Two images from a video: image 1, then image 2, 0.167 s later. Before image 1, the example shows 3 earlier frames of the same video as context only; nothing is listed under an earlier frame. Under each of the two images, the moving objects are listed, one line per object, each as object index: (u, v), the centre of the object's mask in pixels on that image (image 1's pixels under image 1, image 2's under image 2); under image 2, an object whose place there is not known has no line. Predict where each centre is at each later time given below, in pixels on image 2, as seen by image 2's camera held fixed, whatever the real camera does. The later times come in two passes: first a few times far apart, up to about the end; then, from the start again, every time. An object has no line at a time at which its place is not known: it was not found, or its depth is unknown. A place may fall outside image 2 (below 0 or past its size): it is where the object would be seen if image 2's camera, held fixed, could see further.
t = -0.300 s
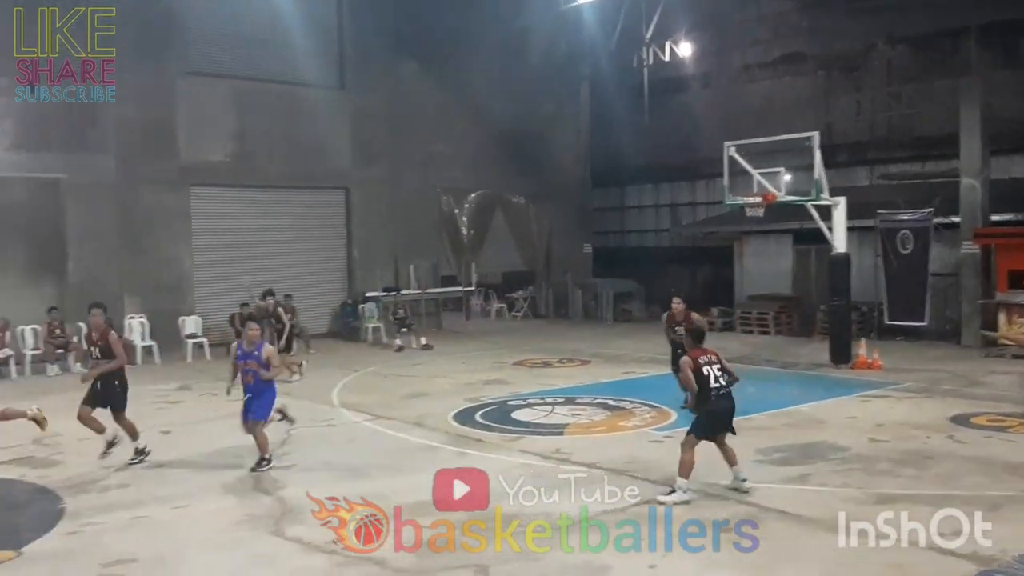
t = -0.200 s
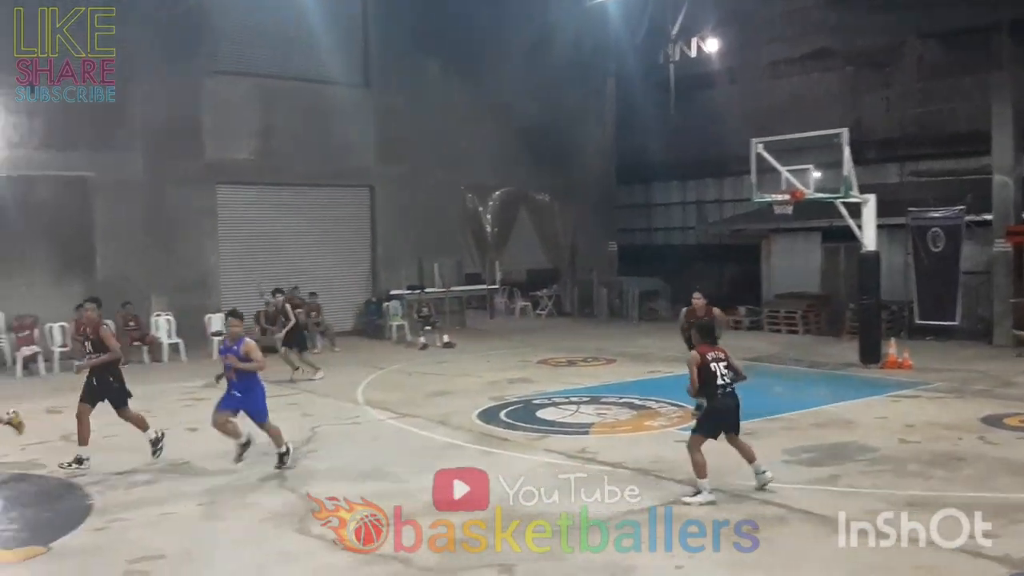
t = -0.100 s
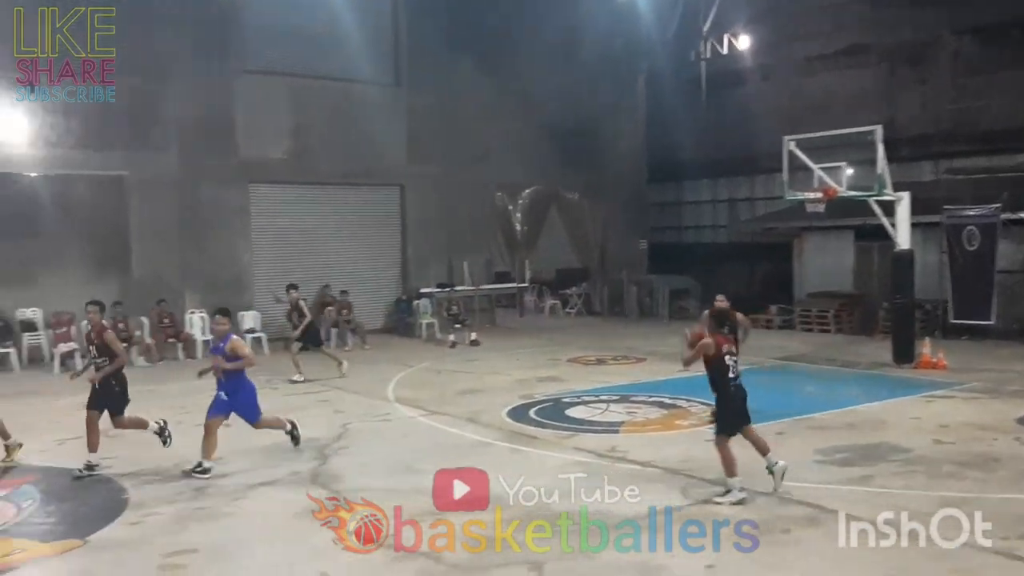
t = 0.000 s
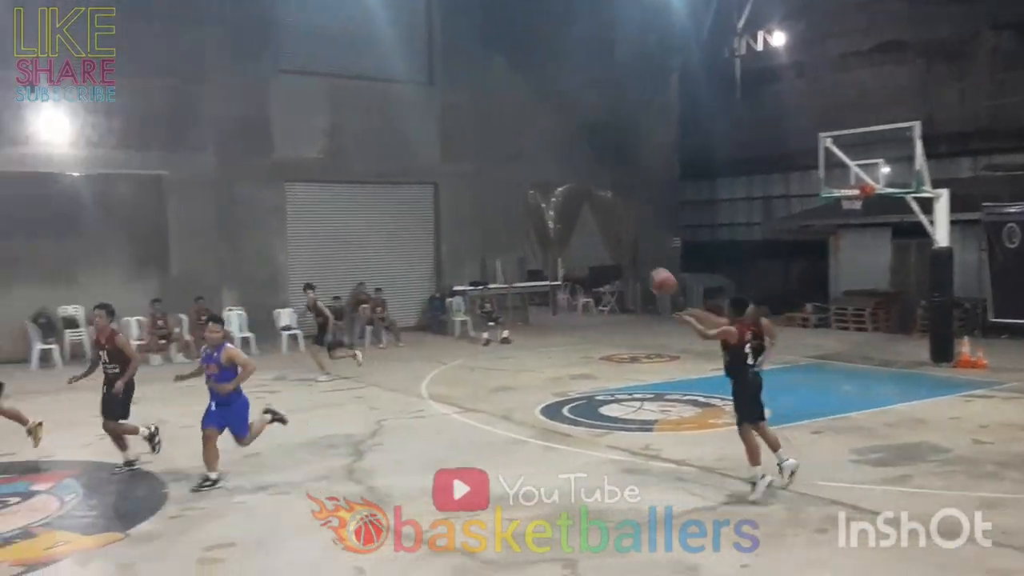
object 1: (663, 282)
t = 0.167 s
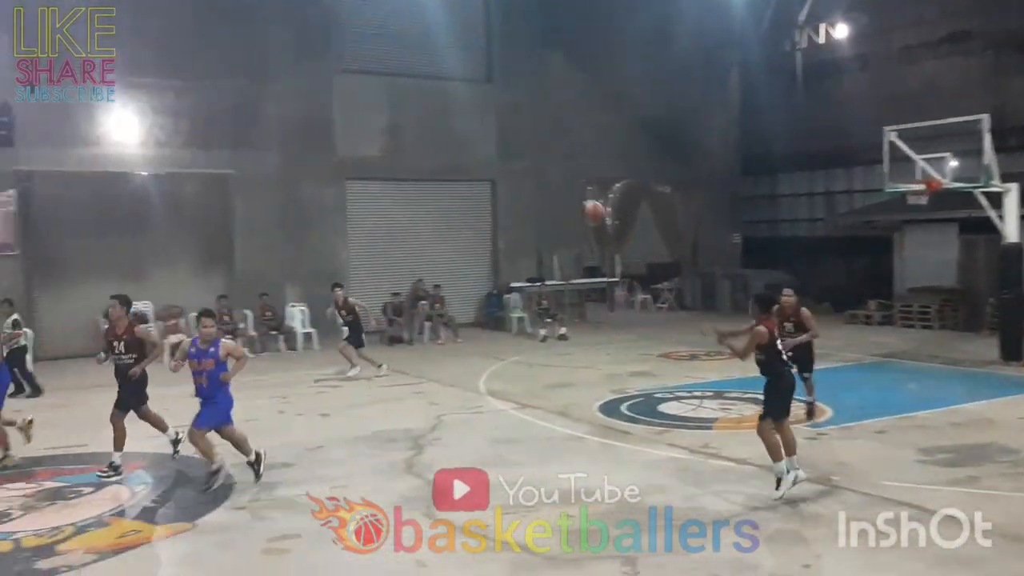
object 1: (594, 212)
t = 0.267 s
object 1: (526, 188)
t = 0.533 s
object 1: (379, 177)
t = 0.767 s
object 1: (277, 210)
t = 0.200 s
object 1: (572, 203)
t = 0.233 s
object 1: (549, 195)
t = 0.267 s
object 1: (526, 188)
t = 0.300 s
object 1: (505, 183)
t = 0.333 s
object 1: (485, 180)
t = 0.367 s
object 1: (466, 176)
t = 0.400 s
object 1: (447, 175)
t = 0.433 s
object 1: (429, 174)
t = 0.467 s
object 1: (412, 174)
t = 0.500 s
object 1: (396, 175)
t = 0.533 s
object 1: (379, 177)
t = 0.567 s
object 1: (363, 179)
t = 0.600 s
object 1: (348, 183)
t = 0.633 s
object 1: (333, 188)
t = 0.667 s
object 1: (318, 192)
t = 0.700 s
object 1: (303, 197)
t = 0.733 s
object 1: (289, 203)
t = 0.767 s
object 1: (277, 210)
